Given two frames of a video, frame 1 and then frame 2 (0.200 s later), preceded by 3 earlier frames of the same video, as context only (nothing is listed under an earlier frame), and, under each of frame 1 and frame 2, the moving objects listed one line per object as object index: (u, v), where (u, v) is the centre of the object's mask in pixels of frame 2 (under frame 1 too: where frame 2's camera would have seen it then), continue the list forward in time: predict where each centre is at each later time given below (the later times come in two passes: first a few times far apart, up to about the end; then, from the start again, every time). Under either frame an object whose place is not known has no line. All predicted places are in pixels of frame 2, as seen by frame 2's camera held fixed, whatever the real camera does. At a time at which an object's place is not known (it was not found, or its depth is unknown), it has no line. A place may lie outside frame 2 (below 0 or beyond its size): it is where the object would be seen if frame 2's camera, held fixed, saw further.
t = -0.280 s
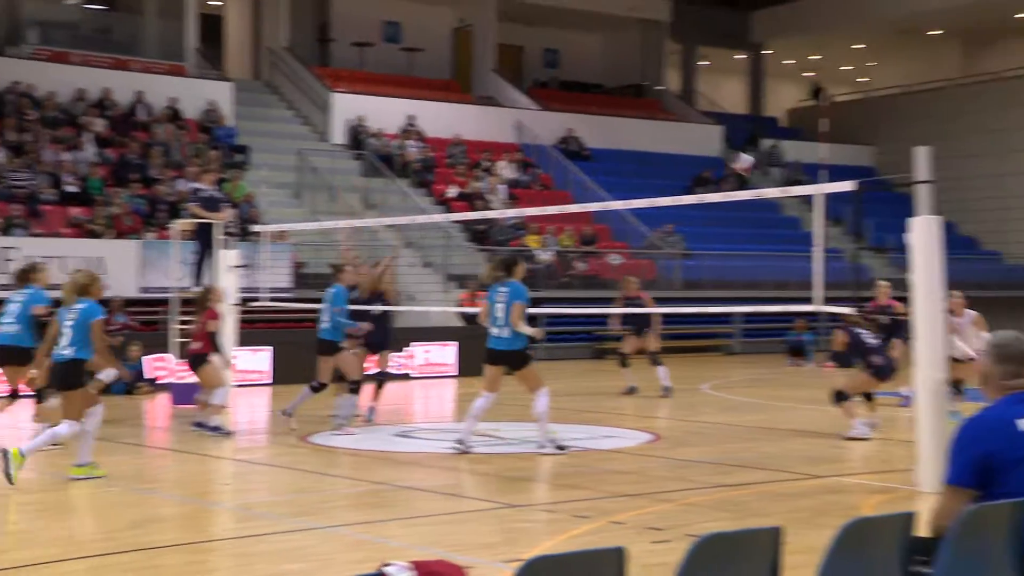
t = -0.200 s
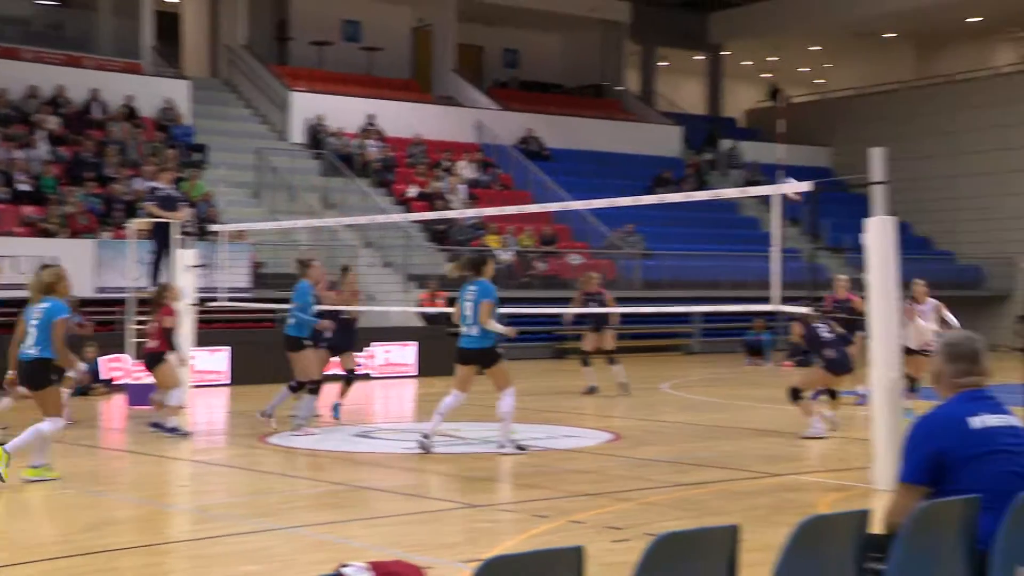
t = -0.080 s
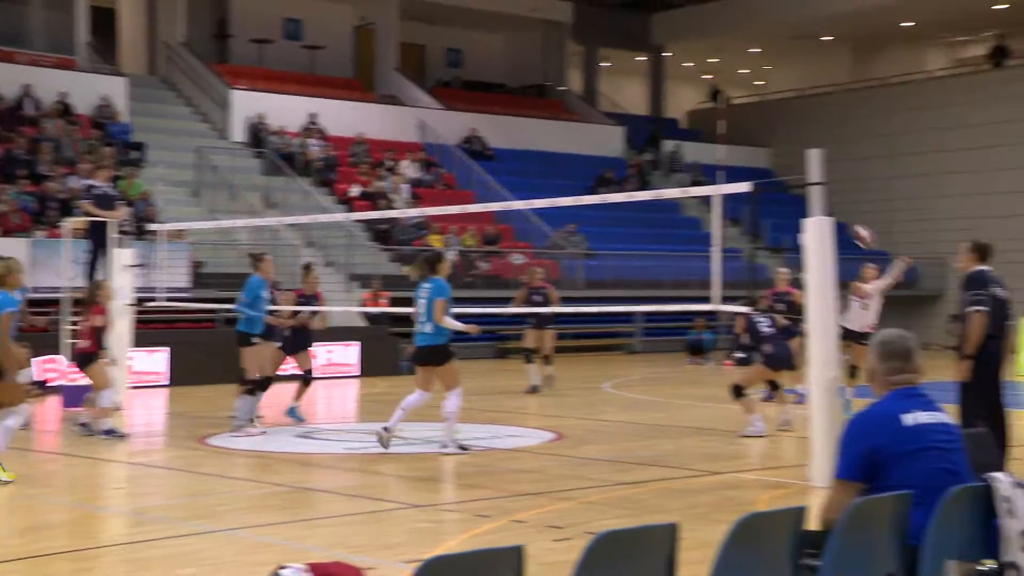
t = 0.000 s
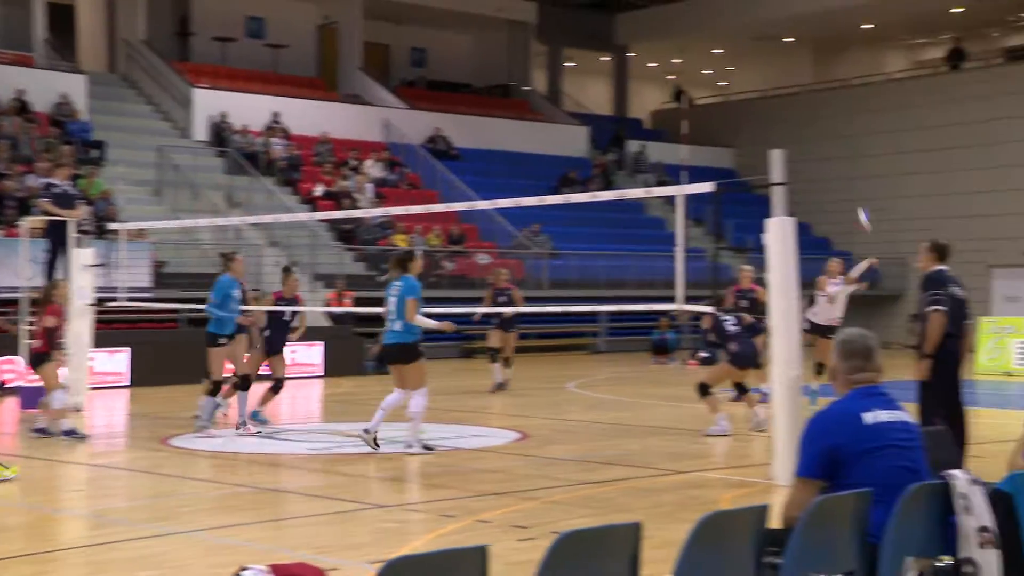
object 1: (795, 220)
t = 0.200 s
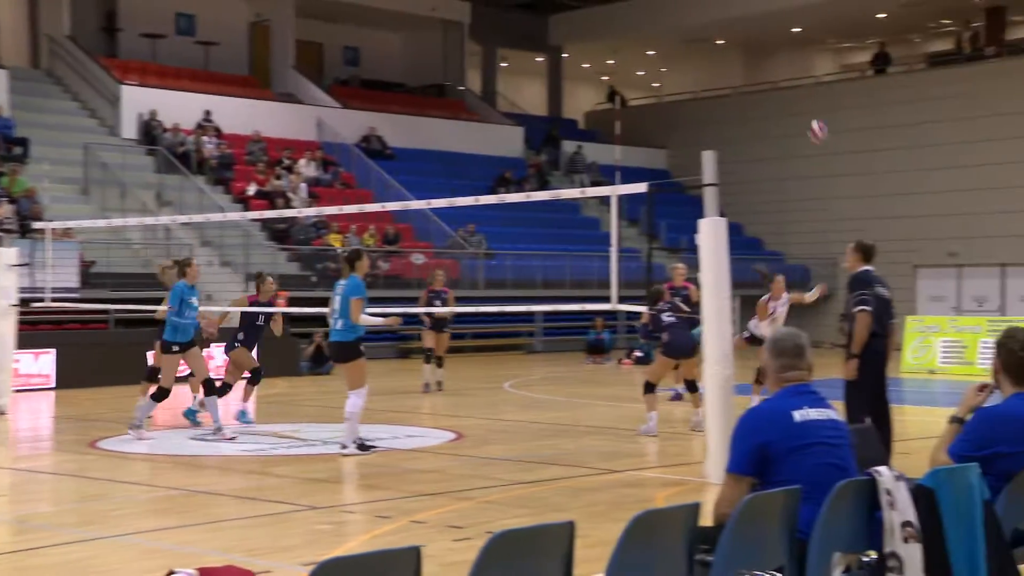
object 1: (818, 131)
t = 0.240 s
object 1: (822, 116)
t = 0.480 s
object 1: (848, 70)
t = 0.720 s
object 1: (873, 73)
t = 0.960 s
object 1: (897, 123)
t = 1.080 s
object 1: (907, 163)
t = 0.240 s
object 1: (822, 116)
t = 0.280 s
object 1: (826, 106)
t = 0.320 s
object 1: (830, 96)
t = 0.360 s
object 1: (834, 86)
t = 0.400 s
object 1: (839, 81)
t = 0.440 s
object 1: (844, 74)
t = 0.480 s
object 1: (848, 70)
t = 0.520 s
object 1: (852, 68)
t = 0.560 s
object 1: (857, 66)
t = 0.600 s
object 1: (860, 67)
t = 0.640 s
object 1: (865, 68)
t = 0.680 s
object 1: (868, 70)
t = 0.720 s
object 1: (873, 73)
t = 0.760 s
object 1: (876, 79)
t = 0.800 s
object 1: (881, 85)
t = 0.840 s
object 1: (885, 92)
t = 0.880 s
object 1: (889, 102)
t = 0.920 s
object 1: (893, 113)
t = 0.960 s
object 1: (897, 123)
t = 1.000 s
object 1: (900, 136)
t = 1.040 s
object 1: (903, 150)
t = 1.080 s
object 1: (907, 163)
